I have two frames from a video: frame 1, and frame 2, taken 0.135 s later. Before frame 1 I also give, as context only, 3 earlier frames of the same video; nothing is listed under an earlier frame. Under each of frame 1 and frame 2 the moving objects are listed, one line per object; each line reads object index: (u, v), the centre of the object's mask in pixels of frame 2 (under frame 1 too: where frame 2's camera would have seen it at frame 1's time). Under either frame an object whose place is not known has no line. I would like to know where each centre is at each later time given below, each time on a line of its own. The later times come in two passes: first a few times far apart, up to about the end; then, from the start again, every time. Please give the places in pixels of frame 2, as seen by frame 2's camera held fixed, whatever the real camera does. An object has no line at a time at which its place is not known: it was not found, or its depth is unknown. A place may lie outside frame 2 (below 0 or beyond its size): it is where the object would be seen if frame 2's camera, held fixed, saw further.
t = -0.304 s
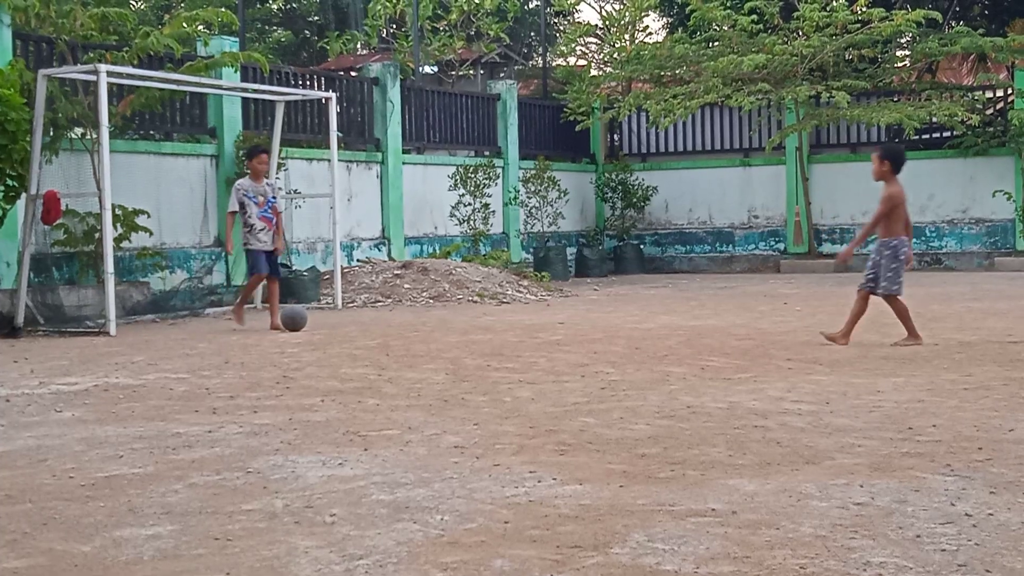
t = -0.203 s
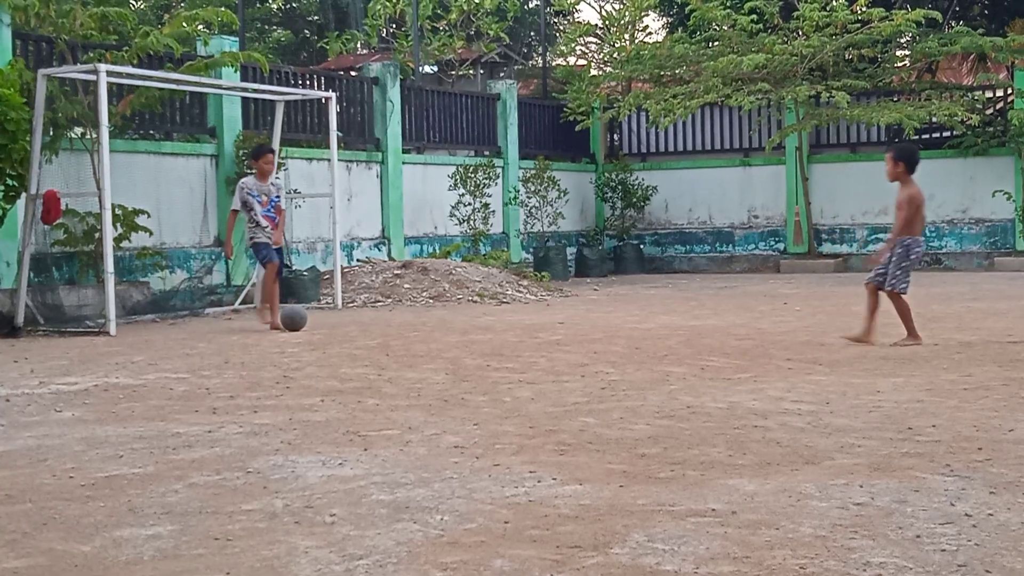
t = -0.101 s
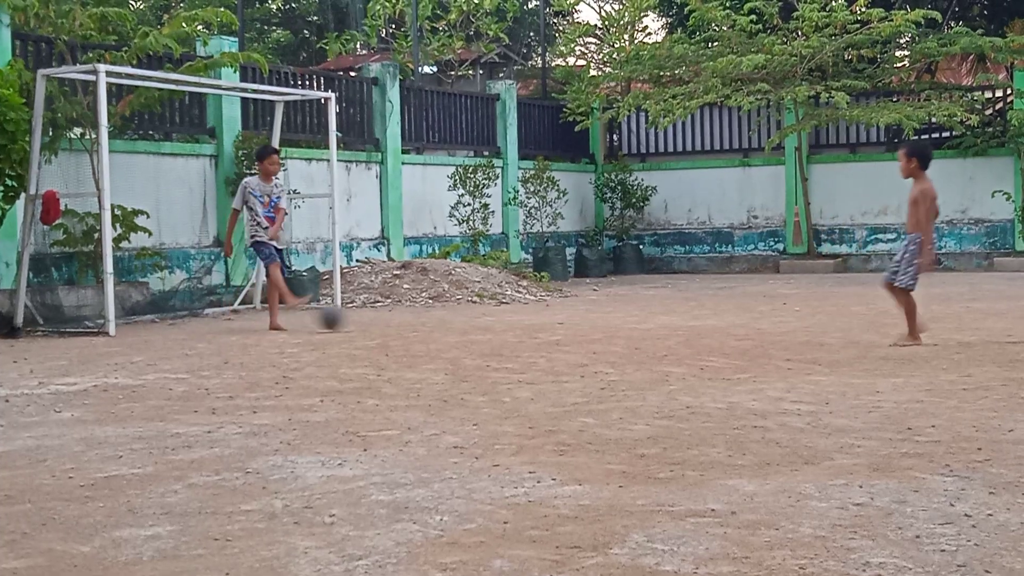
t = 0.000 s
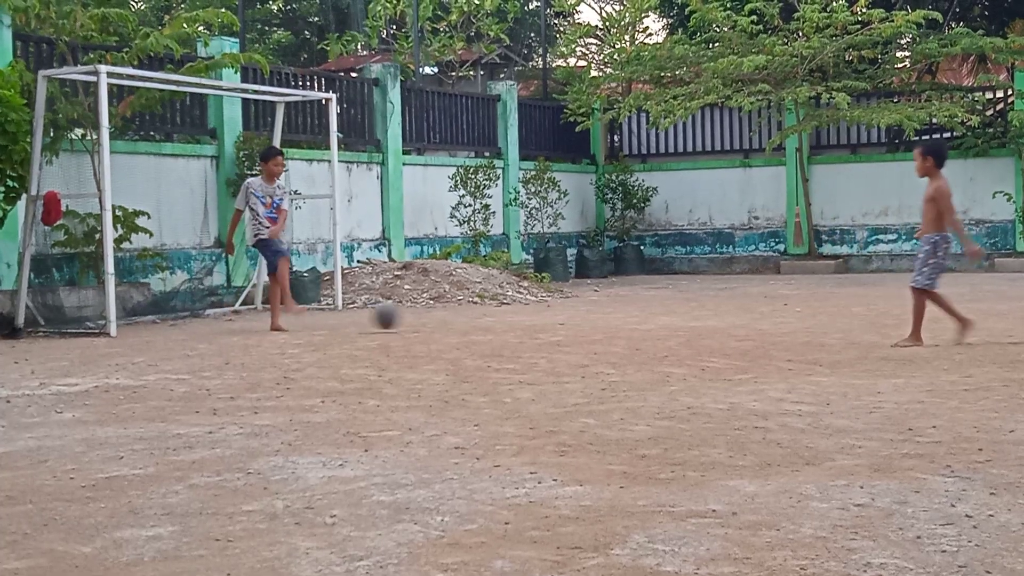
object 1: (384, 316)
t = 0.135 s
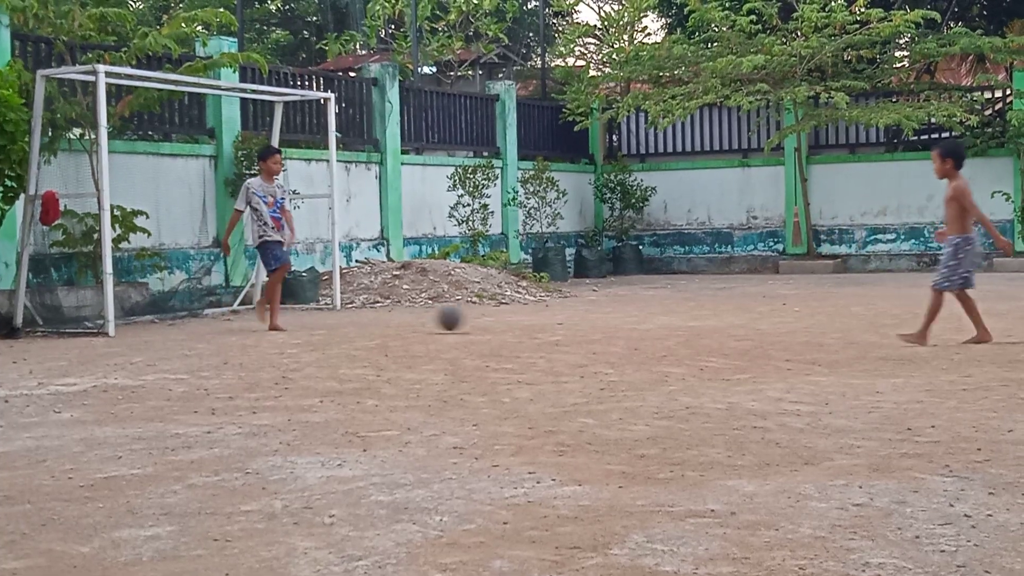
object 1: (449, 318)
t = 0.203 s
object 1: (479, 319)
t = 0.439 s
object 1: (582, 321)
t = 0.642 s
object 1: (668, 321)
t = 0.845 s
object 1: (751, 322)
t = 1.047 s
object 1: (836, 326)
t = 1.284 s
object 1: (935, 326)
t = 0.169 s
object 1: (464, 318)
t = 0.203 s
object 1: (479, 319)
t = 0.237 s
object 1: (494, 319)
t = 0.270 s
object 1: (509, 318)
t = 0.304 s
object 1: (523, 319)
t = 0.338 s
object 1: (537, 320)
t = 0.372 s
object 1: (551, 321)
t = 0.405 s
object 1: (567, 320)
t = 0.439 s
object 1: (582, 321)
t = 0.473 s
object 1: (596, 320)
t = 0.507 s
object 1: (610, 321)
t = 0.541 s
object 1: (625, 321)
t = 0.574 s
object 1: (638, 322)
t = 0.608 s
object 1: (653, 322)
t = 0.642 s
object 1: (668, 321)
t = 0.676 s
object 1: (683, 320)
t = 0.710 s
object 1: (696, 320)
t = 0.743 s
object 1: (710, 322)
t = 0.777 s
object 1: (723, 323)
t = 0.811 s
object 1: (737, 322)
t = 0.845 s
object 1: (751, 322)
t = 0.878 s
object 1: (766, 324)
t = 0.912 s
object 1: (780, 325)
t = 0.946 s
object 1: (794, 324)
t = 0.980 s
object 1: (809, 325)
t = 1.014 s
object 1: (822, 325)
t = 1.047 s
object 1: (836, 326)
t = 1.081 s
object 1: (851, 325)
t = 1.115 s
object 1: (864, 325)
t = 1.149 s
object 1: (879, 326)
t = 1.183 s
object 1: (893, 327)
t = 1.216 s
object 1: (907, 326)
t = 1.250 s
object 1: (921, 326)
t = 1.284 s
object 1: (935, 326)
